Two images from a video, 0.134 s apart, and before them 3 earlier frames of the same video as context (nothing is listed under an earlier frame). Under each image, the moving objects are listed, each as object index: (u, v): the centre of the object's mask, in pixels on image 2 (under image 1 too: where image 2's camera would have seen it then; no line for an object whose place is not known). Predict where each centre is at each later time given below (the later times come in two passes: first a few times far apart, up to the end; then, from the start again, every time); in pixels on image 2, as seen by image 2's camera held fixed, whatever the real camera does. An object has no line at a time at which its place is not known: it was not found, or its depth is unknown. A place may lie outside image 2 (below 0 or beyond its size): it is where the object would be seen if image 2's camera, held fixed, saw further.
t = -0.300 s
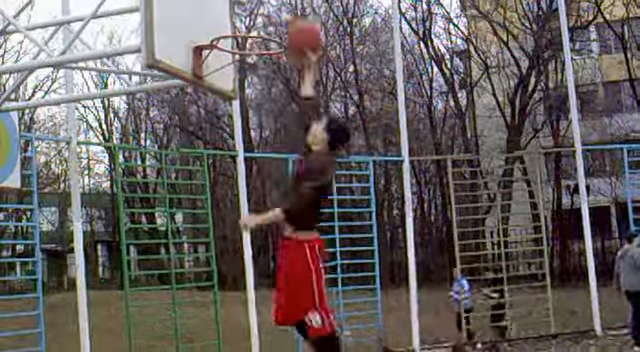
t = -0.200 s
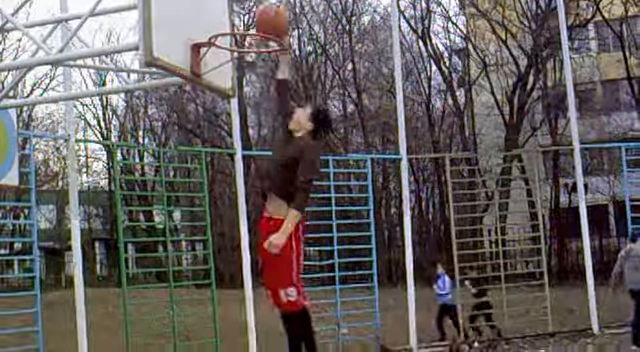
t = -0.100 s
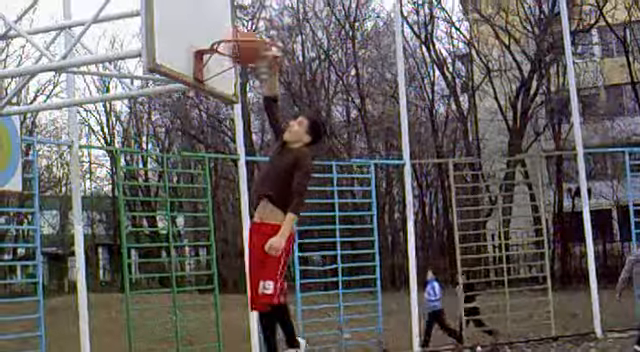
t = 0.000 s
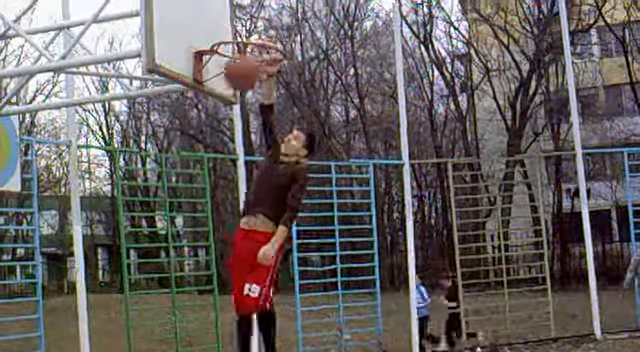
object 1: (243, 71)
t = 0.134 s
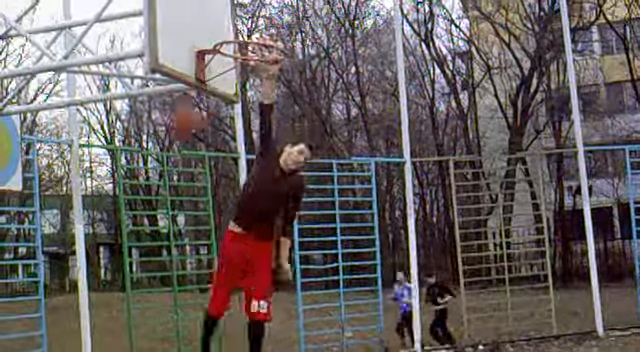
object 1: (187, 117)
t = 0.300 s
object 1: (120, 220)
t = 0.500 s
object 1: (60, 358)
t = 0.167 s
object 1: (175, 141)
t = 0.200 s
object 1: (160, 159)
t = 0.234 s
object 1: (145, 176)
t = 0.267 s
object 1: (133, 197)
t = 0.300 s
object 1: (120, 220)
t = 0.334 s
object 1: (108, 244)
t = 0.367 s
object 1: (97, 270)
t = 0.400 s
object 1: (84, 294)
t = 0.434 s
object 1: (75, 326)
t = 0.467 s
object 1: (60, 349)
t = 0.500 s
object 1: (60, 358)
